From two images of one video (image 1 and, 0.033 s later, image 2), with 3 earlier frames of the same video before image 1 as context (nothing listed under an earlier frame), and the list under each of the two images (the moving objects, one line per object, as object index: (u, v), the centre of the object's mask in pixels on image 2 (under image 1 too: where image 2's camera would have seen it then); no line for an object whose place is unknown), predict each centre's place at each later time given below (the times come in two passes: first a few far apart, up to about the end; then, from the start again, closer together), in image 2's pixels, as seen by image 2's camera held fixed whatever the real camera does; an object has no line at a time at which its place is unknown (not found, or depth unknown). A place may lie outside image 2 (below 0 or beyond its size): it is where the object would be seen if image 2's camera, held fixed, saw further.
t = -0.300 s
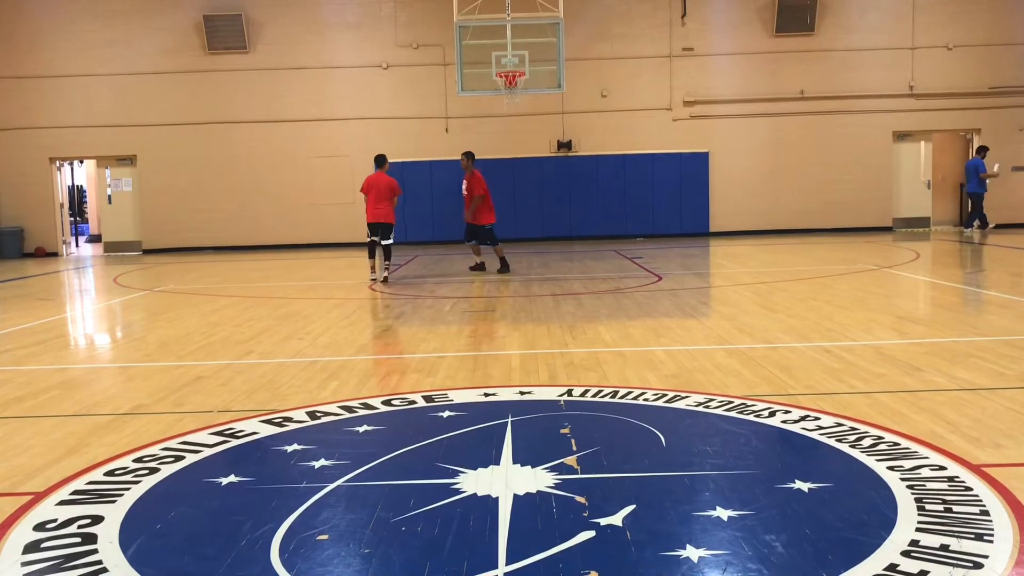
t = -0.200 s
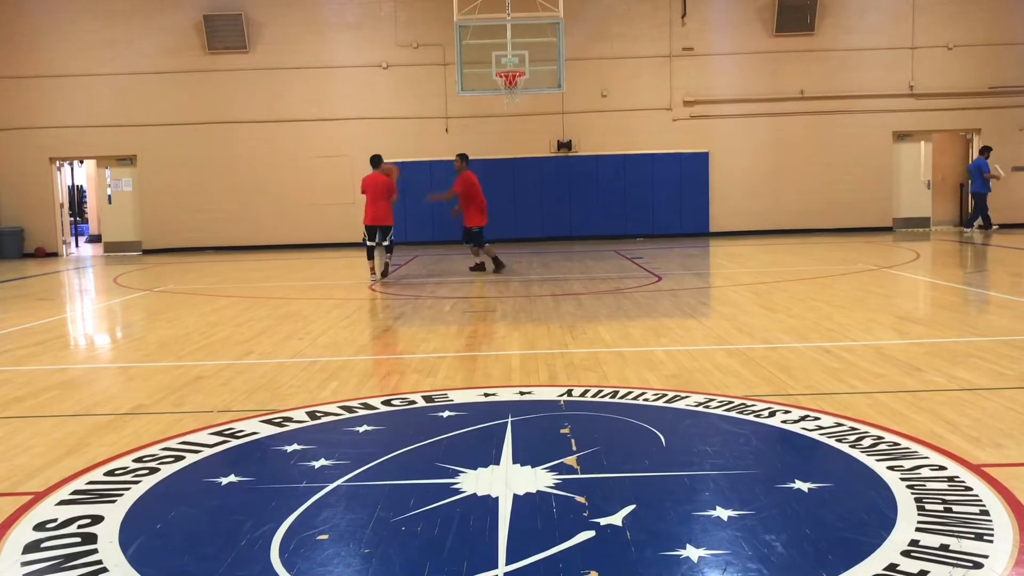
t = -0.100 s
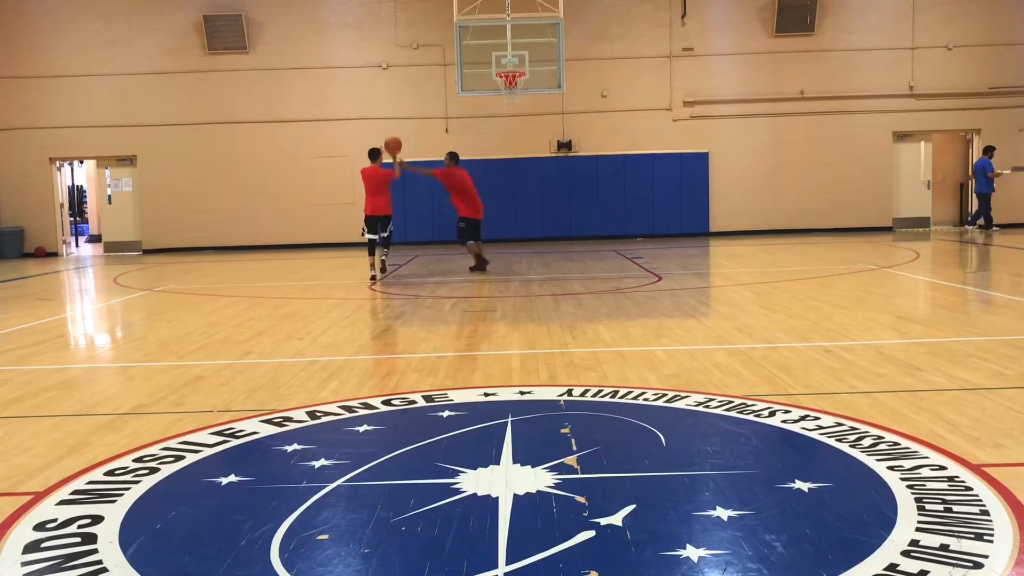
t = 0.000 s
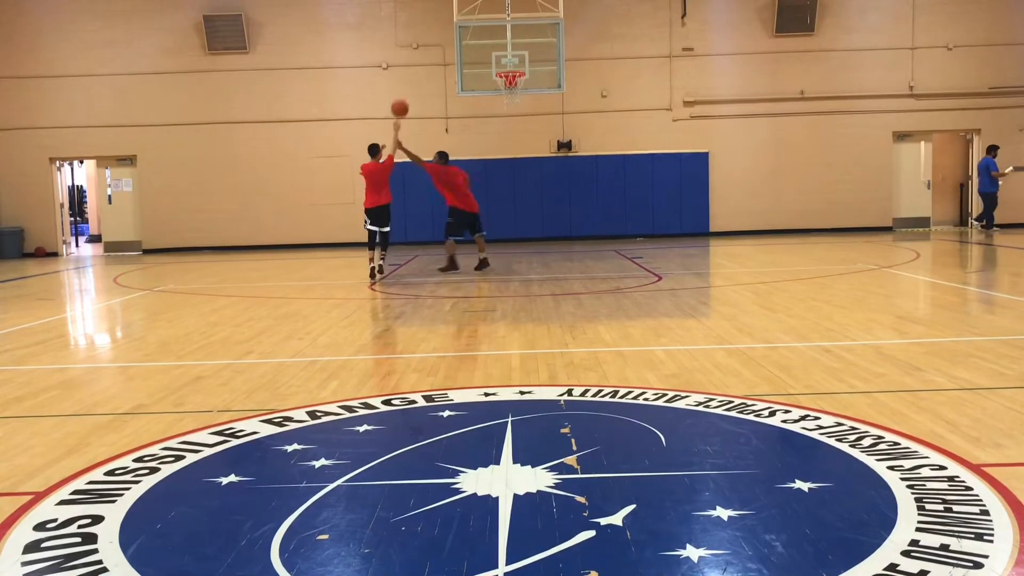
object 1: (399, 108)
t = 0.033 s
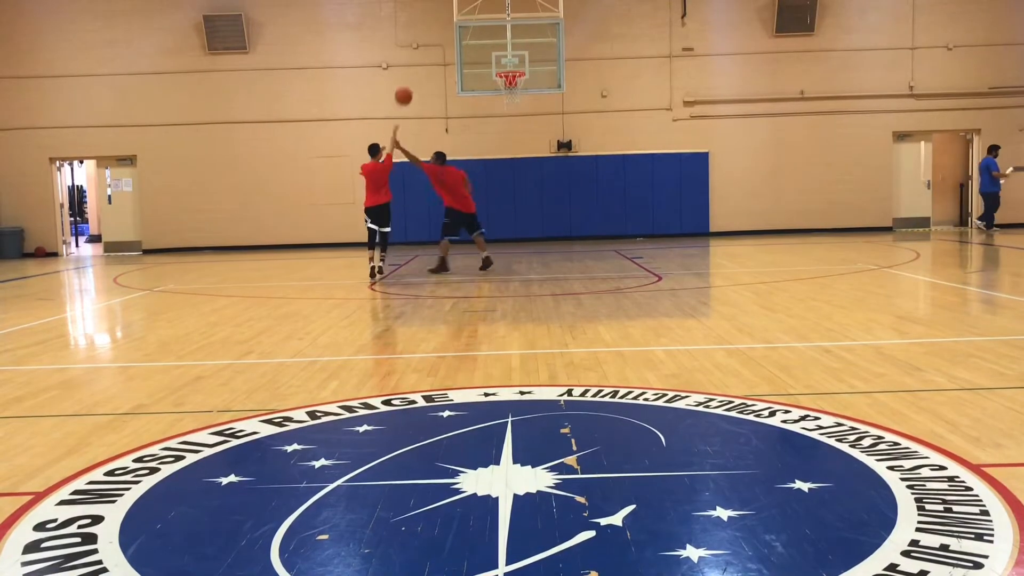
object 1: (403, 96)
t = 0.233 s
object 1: (426, 40)
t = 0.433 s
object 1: (448, 16)
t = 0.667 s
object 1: (473, 22)
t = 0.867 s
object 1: (493, 53)
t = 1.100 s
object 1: (523, 63)
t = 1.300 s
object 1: (545, 60)
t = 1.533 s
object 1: (569, 79)
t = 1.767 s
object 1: (588, 117)
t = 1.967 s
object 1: (606, 175)
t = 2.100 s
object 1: (617, 227)
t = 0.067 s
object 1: (407, 84)
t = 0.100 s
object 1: (411, 74)
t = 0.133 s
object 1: (415, 64)
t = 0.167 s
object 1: (418, 55)
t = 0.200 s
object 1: (422, 48)
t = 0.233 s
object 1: (426, 40)
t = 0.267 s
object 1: (430, 34)
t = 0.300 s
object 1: (434, 29)
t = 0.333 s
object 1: (437, 24)
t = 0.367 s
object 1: (441, 21)
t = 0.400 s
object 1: (444, 18)
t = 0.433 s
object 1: (448, 16)
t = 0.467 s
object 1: (451, 14)
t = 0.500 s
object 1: (455, 14)
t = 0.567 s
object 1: (462, 15)
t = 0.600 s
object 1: (466, 16)
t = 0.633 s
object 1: (469, 18)
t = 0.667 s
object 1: (473, 22)
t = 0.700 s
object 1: (476, 25)
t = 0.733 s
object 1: (480, 30)
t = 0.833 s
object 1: (490, 46)
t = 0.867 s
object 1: (493, 53)
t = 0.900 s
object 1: (496, 60)
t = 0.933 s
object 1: (500, 67)
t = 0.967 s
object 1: (504, 66)
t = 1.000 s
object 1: (510, 66)
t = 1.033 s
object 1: (515, 66)
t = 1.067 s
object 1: (520, 65)
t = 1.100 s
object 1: (523, 63)
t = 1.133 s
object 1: (527, 61)
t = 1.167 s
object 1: (530, 59)
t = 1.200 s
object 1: (534, 59)
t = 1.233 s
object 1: (538, 58)
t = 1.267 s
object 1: (542, 59)
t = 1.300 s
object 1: (545, 60)
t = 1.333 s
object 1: (549, 62)
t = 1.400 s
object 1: (556, 68)
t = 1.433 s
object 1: (560, 72)
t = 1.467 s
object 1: (563, 75)
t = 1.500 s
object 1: (566, 77)
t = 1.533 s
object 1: (569, 79)
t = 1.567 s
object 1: (572, 82)
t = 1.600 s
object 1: (574, 87)
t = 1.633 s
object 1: (577, 92)
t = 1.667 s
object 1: (579, 97)
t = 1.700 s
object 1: (582, 103)
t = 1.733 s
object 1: (585, 109)
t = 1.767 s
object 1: (588, 117)
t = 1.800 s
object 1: (591, 125)
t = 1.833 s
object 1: (593, 134)
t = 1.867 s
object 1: (596, 143)
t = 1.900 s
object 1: (599, 153)
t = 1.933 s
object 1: (603, 163)
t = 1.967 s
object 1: (606, 175)
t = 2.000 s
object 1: (608, 186)
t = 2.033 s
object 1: (610, 199)
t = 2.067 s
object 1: (613, 212)
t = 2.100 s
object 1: (617, 227)
